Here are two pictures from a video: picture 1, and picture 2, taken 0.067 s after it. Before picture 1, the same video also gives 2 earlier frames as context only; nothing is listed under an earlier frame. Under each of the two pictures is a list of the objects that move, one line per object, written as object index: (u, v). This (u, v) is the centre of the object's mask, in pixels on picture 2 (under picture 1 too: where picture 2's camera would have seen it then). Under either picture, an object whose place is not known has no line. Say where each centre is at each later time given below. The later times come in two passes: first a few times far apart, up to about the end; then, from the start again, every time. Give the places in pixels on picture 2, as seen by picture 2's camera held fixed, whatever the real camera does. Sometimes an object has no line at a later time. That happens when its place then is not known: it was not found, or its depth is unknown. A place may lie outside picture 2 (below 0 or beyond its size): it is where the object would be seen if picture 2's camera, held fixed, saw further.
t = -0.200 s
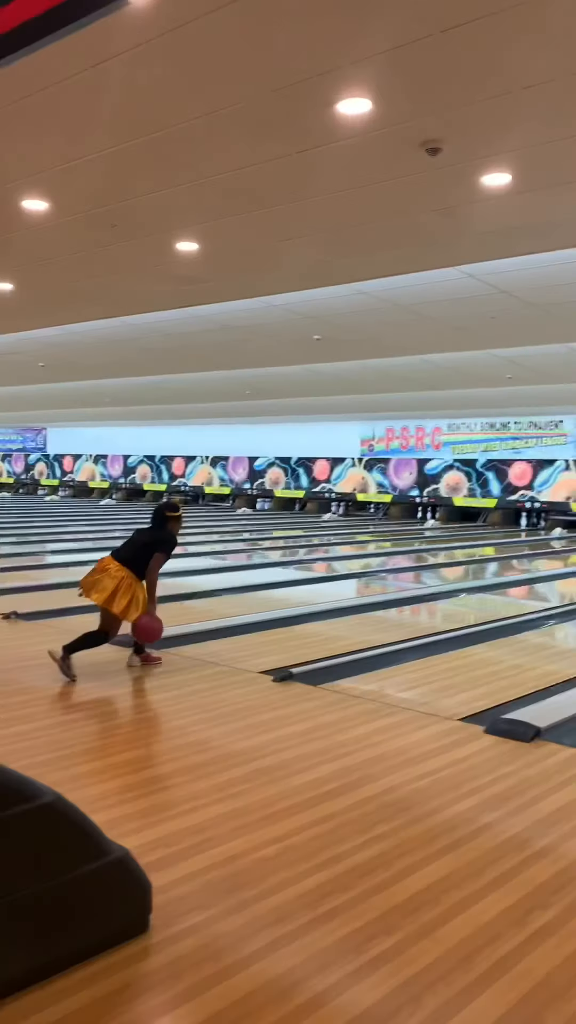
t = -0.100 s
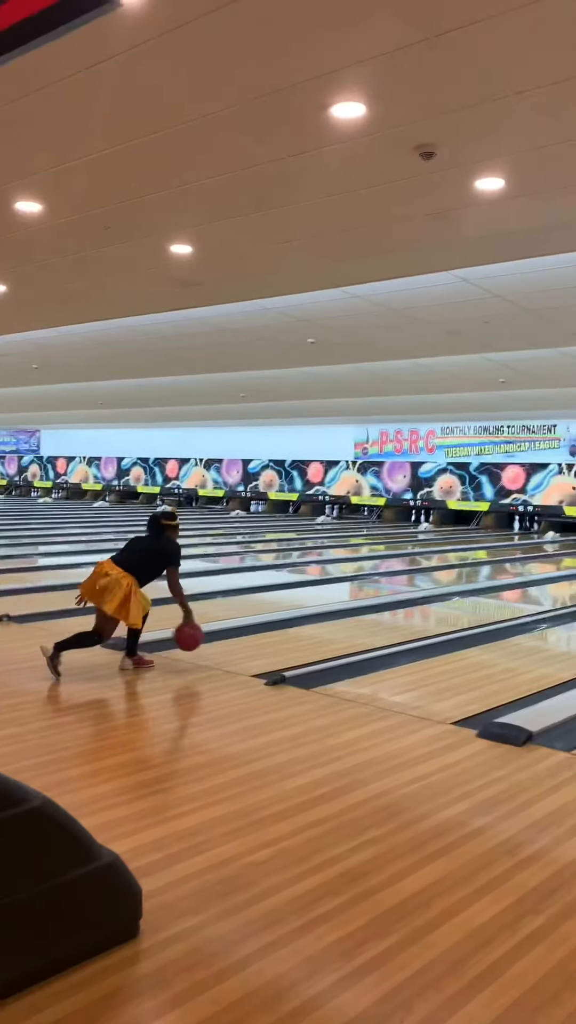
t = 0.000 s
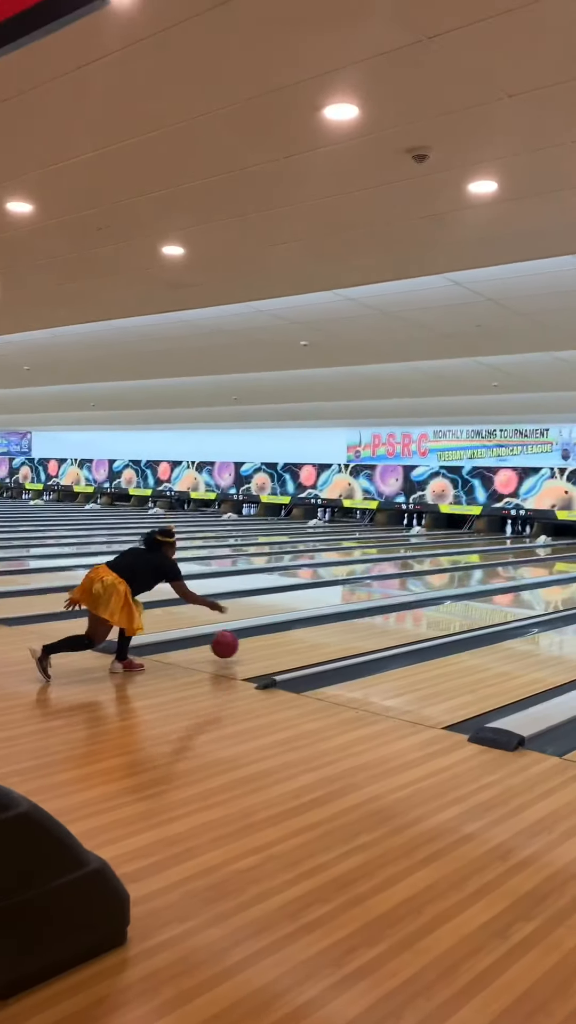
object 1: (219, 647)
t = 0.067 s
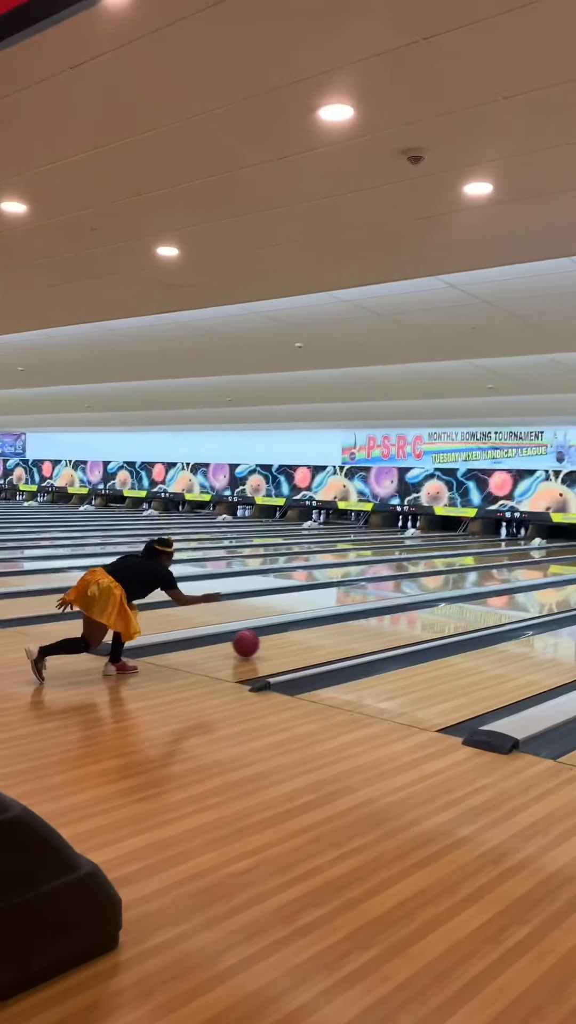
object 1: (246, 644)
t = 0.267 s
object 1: (317, 630)
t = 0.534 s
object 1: (391, 614)
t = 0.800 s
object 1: (449, 602)
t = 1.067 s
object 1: (496, 593)
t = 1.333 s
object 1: (533, 585)
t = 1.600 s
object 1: (563, 579)
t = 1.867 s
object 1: (585, 577)
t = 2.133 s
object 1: (611, 574)
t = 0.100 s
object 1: (259, 642)
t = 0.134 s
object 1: (272, 639)
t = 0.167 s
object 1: (284, 637)
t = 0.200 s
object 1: (295, 634)
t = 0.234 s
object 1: (307, 632)
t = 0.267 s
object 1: (317, 630)
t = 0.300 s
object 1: (328, 628)
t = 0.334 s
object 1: (338, 625)
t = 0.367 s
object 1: (347, 624)
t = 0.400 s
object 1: (357, 622)
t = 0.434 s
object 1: (366, 620)
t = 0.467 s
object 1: (375, 618)
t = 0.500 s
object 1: (383, 616)
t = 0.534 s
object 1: (391, 614)
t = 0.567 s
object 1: (399, 613)
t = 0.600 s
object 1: (407, 611)
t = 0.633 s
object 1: (414, 610)
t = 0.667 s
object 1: (422, 608)
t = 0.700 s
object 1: (429, 606)
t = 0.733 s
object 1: (436, 605)
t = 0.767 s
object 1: (442, 604)
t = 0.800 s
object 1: (449, 602)
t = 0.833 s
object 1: (455, 601)
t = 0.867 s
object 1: (462, 600)
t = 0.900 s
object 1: (468, 598)
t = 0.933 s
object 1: (474, 597)
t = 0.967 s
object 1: (479, 596)
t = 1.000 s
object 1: (484, 595)
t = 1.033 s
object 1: (490, 594)
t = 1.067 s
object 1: (496, 593)
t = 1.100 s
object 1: (501, 592)
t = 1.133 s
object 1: (506, 591)
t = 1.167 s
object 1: (511, 590)
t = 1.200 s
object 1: (516, 589)
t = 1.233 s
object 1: (520, 588)
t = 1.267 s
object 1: (525, 587)
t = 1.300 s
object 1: (529, 586)
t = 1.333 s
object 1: (533, 585)
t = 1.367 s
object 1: (538, 584)
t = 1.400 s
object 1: (542, 583)
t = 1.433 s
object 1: (545, 583)
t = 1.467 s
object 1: (549, 582)
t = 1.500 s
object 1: (553, 582)
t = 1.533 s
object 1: (556, 581)
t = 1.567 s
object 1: (560, 580)
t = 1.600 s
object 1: (563, 579)
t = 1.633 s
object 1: (566, 579)
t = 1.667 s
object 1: (569, 578)
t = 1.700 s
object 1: (573, 577)
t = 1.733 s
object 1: (576, 577)
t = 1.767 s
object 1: (579, 577)
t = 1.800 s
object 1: (581, 576)
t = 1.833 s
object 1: (583, 577)
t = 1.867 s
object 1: (585, 577)
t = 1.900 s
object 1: (588, 576)
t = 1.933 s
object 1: (592, 575)
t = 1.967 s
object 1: (596, 575)
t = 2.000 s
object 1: (599, 574)
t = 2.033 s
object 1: (603, 574)
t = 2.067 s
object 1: (605, 574)
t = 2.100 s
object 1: (607, 575)
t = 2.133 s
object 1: (611, 574)
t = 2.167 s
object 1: (614, 573)
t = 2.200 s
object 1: (618, 572)
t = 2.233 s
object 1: (621, 572)
